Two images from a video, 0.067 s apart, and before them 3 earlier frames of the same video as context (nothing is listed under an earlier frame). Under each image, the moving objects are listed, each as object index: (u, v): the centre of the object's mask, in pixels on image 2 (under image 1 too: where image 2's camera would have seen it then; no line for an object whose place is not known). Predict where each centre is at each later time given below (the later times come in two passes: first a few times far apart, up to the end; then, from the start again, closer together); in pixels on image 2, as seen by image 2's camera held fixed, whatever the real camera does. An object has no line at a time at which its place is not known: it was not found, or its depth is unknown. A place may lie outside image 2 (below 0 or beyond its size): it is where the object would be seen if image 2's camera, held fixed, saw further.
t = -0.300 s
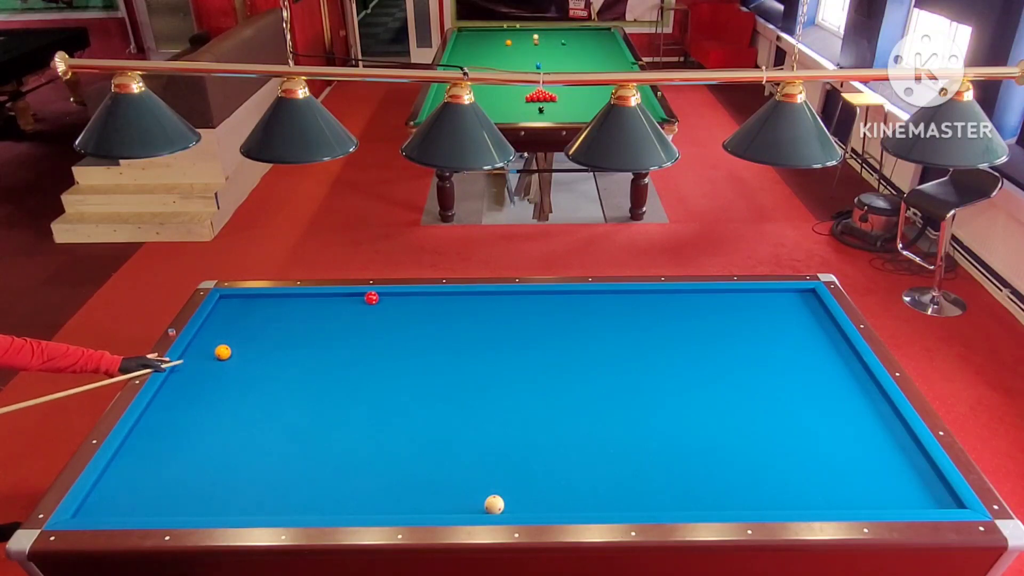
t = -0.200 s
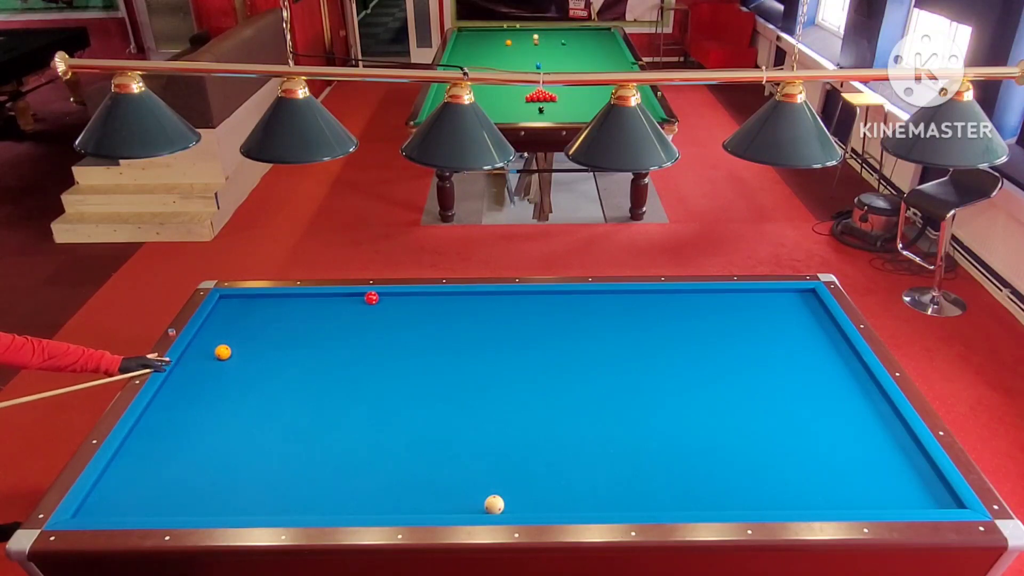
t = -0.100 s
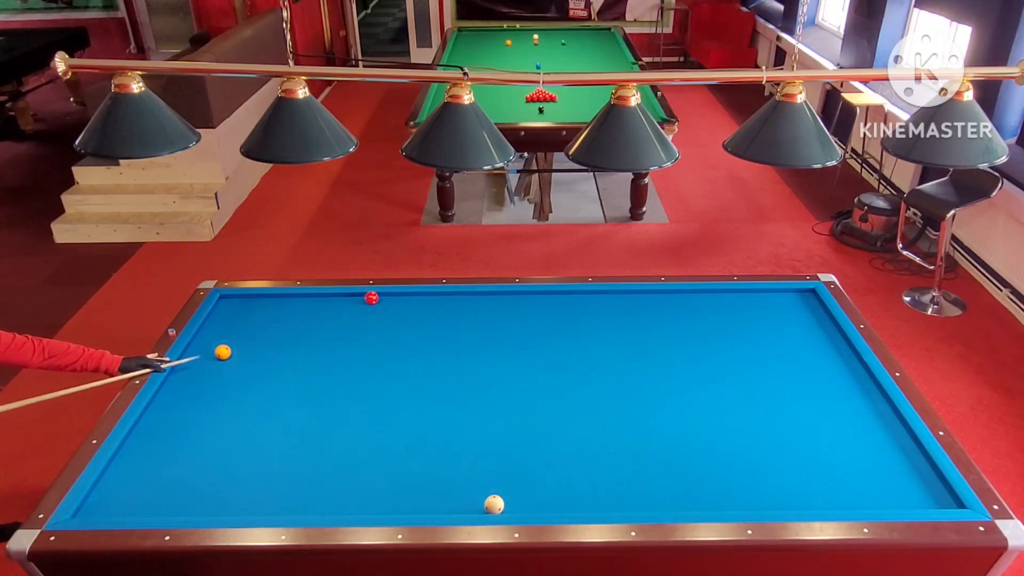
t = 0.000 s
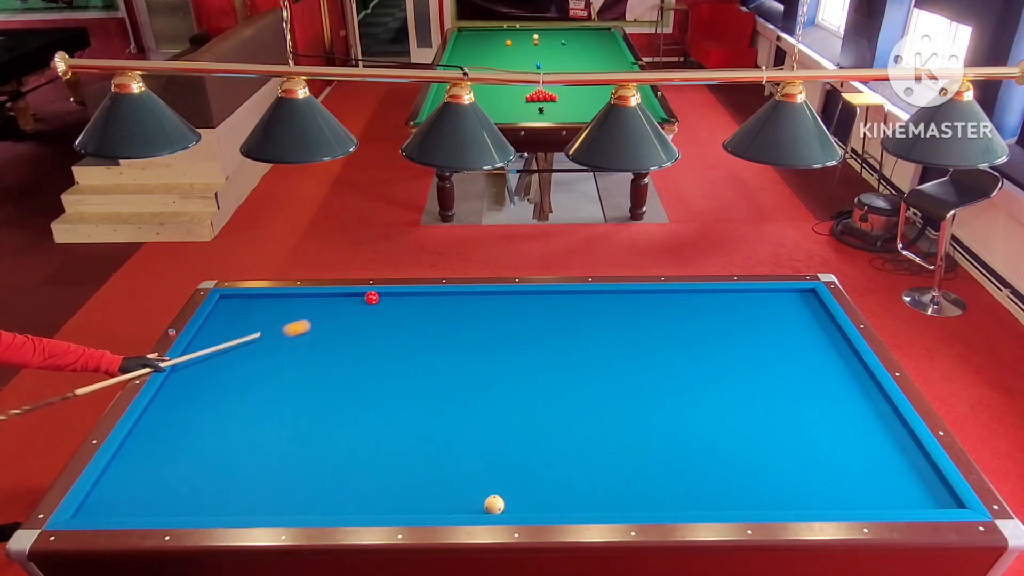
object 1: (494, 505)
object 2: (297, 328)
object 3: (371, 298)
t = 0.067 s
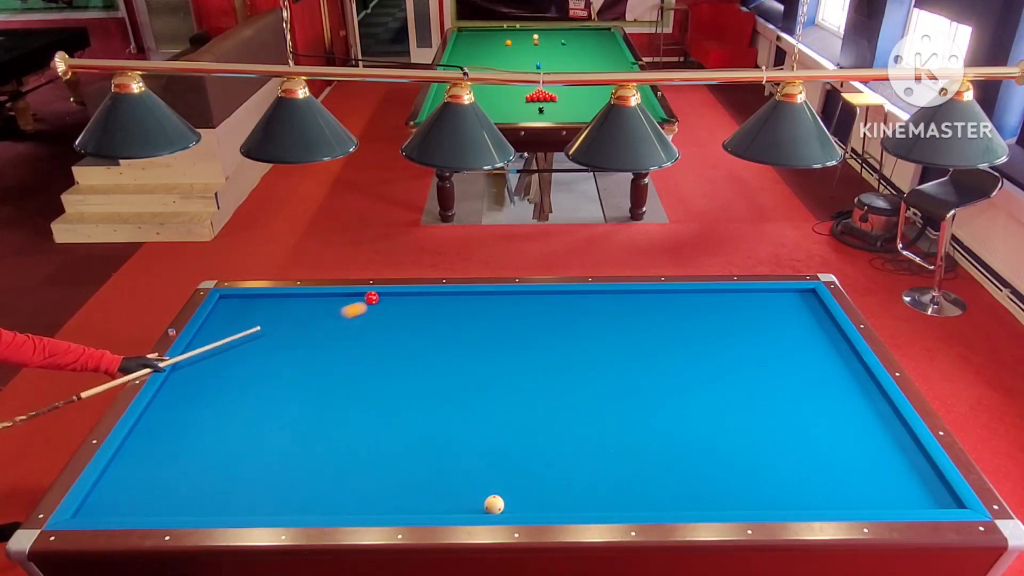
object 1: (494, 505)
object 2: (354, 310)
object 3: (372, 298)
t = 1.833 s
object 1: (494, 505)
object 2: (526, 305)
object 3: (267, 508)
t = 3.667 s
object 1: (494, 505)
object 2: (247, 369)
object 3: (305, 377)
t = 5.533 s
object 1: (494, 505)
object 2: (466, 489)
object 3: (320, 306)
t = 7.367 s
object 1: (569, 459)
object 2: (519, 504)
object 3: (306, 316)
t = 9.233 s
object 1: (608, 432)
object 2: (522, 505)
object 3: (297, 327)
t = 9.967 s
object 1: (614, 427)
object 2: (522, 505)
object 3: (297, 327)
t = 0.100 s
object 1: (494, 505)
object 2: (381, 303)
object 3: (371, 295)
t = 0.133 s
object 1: (494, 505)
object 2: (406, 300)
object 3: (370, 299)
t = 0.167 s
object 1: (494, 505)
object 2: (432, 297)
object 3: (368, 303)
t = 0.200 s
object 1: (494, 505)
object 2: (455, 295)
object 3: (366, 306)
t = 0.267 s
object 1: (494, 505)
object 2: (496, 299)
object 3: (363, 313)
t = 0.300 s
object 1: (494, 505)
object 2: (516, 301)
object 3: (361, 316)
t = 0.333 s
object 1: (494, 505)
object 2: (536, 303)
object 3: (360, 320)
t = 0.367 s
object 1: (494, 505)
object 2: (556, 305)
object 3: (358, 323)
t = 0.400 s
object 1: (494, 505)
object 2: (576, 306)
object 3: (357, 326)
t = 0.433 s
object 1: (494, 505)
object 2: (595, 307)
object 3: (355, 330)
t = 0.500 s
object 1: (494, 505)
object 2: (633, 309)
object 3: (352, 337)
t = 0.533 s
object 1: (494, 505)
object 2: (651, 310)
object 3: (350, 340)
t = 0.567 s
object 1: (494, 505)
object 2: (670, 311)
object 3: (349, 343)
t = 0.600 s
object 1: (494, 505)
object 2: (689, 312)
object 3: (347, 347)
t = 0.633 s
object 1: (494, 505)
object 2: (707, 312)
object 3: (345, 351)
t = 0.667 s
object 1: (494, 505)
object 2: (726, 313)
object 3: (343, 354)
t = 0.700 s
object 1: (494, 505)
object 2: (745, 314)
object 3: (341, 358)
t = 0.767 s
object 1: (494, 505)
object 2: (783, 316)
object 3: (338, 365)
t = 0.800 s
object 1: (494, 505)
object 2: (802, 317)
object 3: (336, 369)
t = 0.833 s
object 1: (494, 505)
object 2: (821, 318)
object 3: (334, 373)
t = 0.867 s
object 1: (494, 505)
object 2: (822, 317)
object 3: (332, 377)
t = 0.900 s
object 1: (494, 505)
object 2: (805, 315)
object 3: (330, 381)
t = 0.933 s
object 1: (494, 505)
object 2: (790, 313)
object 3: (328, 385)
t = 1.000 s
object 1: (494, 505)
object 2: (759, 310)
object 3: (324, 393)
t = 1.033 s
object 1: (494, 505)
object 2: (745, 308)
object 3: (322, 398)
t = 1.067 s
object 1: (494, 505)
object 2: (732, 307)
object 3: (320, 402)
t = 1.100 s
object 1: (494, 505)
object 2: (719, 305)
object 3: (318, 406)
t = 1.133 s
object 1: (494, 505)
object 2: (706, 304)
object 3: (316, 410)
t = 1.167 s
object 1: (494, 505)
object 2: (695, 302)
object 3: (314, 415)
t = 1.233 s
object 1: (494, 505)
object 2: (673, 299)
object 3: (310, 424)
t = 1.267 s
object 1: (494, 505)
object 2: (663, 298)
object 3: (307, 429)
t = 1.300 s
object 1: (494, 505)
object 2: (654, 297)
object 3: (305, 433)
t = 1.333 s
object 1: (494, 505)
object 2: (644, 295)
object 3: (303, 438)
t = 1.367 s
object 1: (494, 505)
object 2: (636, 294)
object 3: (301, 443)
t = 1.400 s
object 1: (494, 505)
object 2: (627, 294)
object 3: (298, 447)
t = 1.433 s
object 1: (494, 505)
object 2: (619, 295)
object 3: (296, 452)
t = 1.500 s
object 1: (494, 505)
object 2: (604, 296)
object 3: (291, 462)
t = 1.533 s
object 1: (494, 505)
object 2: (596, 297)
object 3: (288, 468)
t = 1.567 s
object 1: (494, 505)
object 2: (588, 298)
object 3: (286, 473)
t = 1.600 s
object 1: (494, 505)
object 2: (581, 299)
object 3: (283, 478)
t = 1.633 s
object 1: (494, 505)
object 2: (573, 300)
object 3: (280, 483)
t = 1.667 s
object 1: (494, 505)
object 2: (565, 301)
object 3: (278, 489)
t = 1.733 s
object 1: (494, 505)
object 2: (550, 302)
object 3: (272, 500)
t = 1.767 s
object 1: (494, 505)
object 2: (542, 303)
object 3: (269, 505)
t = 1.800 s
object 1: (494, 505)
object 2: (534, 304)
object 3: (267, 509)
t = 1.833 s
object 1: (494, 505)
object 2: (526, 305)
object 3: (267, 508)
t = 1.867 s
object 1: (494, 505)
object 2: (518, 306)
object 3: (268, 505)
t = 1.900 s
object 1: (494, 505)
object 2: (510, 307)
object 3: (270, 500)
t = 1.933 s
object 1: (494, 505)
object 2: (502, 308)
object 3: (271, 497)
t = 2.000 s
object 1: (494, 505)
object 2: (486, 310)
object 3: (272, 491)
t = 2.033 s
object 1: (494, 505)
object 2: (478, 310)
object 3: (273, 487)
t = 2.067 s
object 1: (494, 505)
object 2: (470, 311)
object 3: (274, 485)
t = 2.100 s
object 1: (494, 505)
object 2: (462, 312)
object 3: (275, 482)
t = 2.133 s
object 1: (494, 505)
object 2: (454, 313)
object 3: (276, 479)
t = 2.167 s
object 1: (494, 505)
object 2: (446, 314)
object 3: (277, 476)
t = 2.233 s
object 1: (494, 505)
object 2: (430, 316)
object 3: (278, 470)
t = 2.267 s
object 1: (494, 505)
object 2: (422, 317)
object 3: (279, 467)
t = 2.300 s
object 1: (494, 505)
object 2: (414, 318)
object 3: (280, 465)
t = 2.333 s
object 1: (494, 505)
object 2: (406, 319)
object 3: (281, 462)
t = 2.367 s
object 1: (494, 505)
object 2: (398, 320)
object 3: (282, 459)
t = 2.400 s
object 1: (494, 505)
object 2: (389, 321)
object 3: (282, 456)
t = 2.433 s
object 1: (494, 505)
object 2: (381, 321)
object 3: (283, 454)
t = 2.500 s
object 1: (494, 505)
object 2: (365, 323)
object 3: (284, 449)
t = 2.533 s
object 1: (494, 505)
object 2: (357, 324)
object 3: (285, 446)
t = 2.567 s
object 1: (494, 505)
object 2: (349, 325)
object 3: (286, 444)
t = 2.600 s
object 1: (494, 505)
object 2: (340, 326)
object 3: (287, 442)
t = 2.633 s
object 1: (494, 505)
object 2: (332, 327)
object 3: (287, 439)
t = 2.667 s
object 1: (494, 505)
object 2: (324, 328)
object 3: (288, 437)
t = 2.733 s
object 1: (494, 505)
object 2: (307, 330)
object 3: (289, 432)
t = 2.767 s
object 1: (494, 505)
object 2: (299, 331)
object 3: (290, 430)
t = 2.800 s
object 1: (494, 505)
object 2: (291, 332)
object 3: (291, 427)
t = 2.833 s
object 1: (494, 505)
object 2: (282, 333)
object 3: (291, 425)
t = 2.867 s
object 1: (494, 505)
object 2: (274, 334)
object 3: (292, 423)
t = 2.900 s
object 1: (494, 505)
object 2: (266, 335)
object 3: (293, 421)
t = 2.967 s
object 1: (494, 505)
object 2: (249, 337)
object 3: (294, 417)
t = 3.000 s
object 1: (494, 505)
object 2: (240, 337)
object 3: (294, 414)
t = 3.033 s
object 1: (494, 505)
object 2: (232, 338)
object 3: (295, 412)
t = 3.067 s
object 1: (494, 505)
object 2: (224, 339)
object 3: (296, 410)
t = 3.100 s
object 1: (494, 505)
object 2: (215, 340)
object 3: (296, 408)
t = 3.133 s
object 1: (494, 505)
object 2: (207, 342)
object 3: (297, 406)
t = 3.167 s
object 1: (494, 505)
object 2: (198, 342)
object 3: (297, 404)
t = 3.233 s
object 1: (494, 505)
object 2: (201, 346)
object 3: (298, 400)
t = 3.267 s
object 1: (494, 505)
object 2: (205, 347)
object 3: (299, 398)
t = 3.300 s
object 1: (494, 505)
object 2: (210, 349)
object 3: (299, 396)
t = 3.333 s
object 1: (494, 505)
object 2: (214, 351)
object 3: (300, 395)
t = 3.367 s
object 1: (494, 505)
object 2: (217, 353)
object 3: (300, 393)
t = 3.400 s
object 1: (494, 505)
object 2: (220, 355)
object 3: (301, 391)
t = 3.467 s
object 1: (494, 505)
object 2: (227, 358)
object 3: (302, 387)
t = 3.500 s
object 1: (494, 505)
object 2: (230, 360)
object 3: (302, 385)
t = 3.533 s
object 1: (494, 505)
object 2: (233, 362)
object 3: (303, 384)
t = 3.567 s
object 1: (494, 505)
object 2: (237, 364)
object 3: (303, 382)
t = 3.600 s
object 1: (494, 505)
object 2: (240, 366)
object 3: (304, 380)
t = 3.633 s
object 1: (494, 505)
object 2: (244, 367)
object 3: (304, 378)
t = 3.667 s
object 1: (494, 505)
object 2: (247, 369)
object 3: (305, 377)
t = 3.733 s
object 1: (494, 505)
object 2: (254, 373)
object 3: (305, 373)
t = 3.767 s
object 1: (494, 505)
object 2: (258, 375)
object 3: (306, 372)
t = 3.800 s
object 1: (494, 505)
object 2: (261, 377)
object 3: (306, 370)
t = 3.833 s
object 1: (494, 505)
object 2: (264, 379)
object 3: (307, 368)
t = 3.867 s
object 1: (494, 505)
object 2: (268, 381)
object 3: (307, 367)
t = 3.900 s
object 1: (494, 505)
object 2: (271, 383)
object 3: (308, 365)
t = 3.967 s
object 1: (494, 505)
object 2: (278, 386)
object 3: (308, 362)
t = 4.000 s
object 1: (494, 505)
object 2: (282, 388)
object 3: (309, 361)
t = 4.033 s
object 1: (494, 505)
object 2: (286, 390)
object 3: (309, 359)
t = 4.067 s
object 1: (494, 505)
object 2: (289, 393)
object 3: (309, 358)
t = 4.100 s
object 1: (494, 505)
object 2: (293, 394)
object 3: (310, 356)
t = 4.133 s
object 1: (494, 505)
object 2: (297, 396)
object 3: (310, 355)
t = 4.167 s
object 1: (494, 505)
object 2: (300, 399)
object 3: (311, 353)
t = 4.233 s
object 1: (494, 505)
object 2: (307, 402)
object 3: (311, 351)
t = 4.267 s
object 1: (494, 505)
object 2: (311, 405)
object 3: (311, 349)
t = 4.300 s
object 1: (494, 505)
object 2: (315, 407)
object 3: (312, 348)
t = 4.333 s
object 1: (494, 505)
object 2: (318, 409)
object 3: (312, 346)
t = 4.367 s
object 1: (494, 505)
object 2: (322, 411)
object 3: (312, 345)
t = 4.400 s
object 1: (494, 505)
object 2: (326, 413)
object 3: (313, 344)
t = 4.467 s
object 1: (494, 505)
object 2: (334, 417)
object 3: (313, 341)
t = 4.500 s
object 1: (494, 505)
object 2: (338, 419)
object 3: (314, 340)
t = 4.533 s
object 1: (494, 505)
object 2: (342, 421)
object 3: (314, 339)
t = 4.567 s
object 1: (494, 505)
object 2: (345, 423)
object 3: (314, 337)
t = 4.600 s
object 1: (494, 505)
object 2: (349, 426)
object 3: (314, 336)
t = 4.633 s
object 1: (494, 505)
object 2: (353, 427)
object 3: (315, 335)
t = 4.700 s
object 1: (494, 505)
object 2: (361, 432)
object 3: (315, 332)
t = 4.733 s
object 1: (494, 505)
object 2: (365, 434)
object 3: (315, 331)
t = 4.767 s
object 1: (494, 505)
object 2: (369, 436)
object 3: (316, 330)
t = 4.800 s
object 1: (494, 505)
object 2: (373, 438)
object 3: (316, 329)
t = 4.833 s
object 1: (494, 505)
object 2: (377, 441)
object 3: (316, 328)
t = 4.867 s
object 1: (494, 505)
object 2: (381, 443)
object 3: (316, 327)
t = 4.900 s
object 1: (494, 505)
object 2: (385, 445)
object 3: (317, 326)
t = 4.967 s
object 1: (494, 505)
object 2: (393, 450)
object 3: (317, 323)
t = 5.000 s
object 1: (494, 505)
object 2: (397, 452)
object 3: (317, 322)
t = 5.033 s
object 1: (494, 505)
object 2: (402, 454)
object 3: (317, 321)
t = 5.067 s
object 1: (494, 505)
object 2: (406, 456)
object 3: (318, 320)
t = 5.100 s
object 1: (494, 505)
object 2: (410, 459)
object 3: (318, 319)
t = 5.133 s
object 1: (494, 505)
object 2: (414, 461)
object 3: (318, 318)
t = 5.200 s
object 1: (494, 505)
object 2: (422, 466)
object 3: (318, 316)
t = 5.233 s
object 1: (494, 505)
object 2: (427, 468)
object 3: (319, 315)
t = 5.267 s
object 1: (494, 505)
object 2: (431, 470)
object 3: (319, 314)
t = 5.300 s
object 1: (494, 505)
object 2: (436, 473)
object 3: (319, 313)
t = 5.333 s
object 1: (494, 505)
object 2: (440, 475)
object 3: (319, 312)
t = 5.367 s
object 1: (494, 505)
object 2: (444, 477)
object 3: (319, 311)
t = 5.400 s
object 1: (494, 505)
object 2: (449, 479)
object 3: (319, 310)
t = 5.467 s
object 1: (494, 505)
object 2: (458, 484)
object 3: (320, 308)
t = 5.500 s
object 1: (494, 505)
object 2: (462, 487)
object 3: (320, 307)
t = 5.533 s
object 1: (494, 505)
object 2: (466, 489)
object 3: (320, 306)
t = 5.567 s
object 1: (494, 505)
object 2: (471, 491)
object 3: (320, 305)
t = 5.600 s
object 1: (494, 505)
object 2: (476, 494)
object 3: (320, 304)
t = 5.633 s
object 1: (495, 505)
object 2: (479, 496)
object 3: (320, 303)
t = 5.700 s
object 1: (501, 507)
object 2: (481, 496)
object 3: (321, 302)
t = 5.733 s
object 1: (503, 506)
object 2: (482, 497)
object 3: (321, 301)
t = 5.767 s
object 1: (505, 505)
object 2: (483, 497)
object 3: (321, 300)
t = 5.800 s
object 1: (507, 504)
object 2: (484, 497)
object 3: (321, 299)
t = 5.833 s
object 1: (508, 503)
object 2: (486, 497)
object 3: (321, 298)
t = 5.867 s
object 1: (510, 502)
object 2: (487, 498)
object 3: (321, 297)
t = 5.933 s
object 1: (513, 500)
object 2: (489, 498)
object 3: (320, 298)
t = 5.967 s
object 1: (515, 498)
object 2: (490, 498)
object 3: (320, 298)
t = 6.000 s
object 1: (517, 497)
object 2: (491, 499)
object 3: (320, 299)
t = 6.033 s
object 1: (518, 496)
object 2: (492, 499)
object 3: (319, 299)
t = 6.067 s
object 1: (520, 495)
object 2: (493, 499)
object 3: (319, 300)
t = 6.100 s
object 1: (521, 494)
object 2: (494, 499)
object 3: (319, 300)
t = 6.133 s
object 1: (523, 493)
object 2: (495, 499)
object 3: (318, 301)
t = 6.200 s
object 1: (526, 490)
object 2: (497, 500)
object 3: (318, 302)
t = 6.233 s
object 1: (527, 489)
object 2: (498, 500)
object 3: (317, 302)
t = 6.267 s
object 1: (529, 488)
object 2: (499, 500)
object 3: (317, 302)
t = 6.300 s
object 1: (530, 487)
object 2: (500, 500)
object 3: (316, 303)
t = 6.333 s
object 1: (532, 486)
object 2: (500, 500)
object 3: (316, 303)
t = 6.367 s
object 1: (533, 485)
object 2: (501, 500)
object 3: (315, 304)
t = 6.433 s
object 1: (536, 483)
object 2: (503, 501)
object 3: (315, 305)
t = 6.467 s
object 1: (538, 482)
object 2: (503, 501)
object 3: (314, 305)
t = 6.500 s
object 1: (539, 481)
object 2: (504, 501)
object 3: (314, 306)
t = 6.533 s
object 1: (540, 480)
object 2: (505, 502)
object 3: (314, 306)
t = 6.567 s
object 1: (542, 479)
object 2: (506, 502)
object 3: (313, 307)
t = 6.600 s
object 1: (543, 478)
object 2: (506, 502)
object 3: (313, 307)
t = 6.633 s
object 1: (544, 477)
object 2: (507, 502)
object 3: (313, 308)
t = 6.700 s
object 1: (547, 475)
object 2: (508, 502)
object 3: (312, 308)
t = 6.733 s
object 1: (548, 474)
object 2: (509, 503)
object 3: (312, 309)
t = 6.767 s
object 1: (549, 473)
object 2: (510, 503)
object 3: (311, 309)
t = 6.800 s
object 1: (550, 473)
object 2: (510, 503)
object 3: (311, 310)
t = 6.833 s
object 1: (552, 472)
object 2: (511, 503)
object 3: (311, 310)
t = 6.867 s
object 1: (553, 471)
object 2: (511, 503)
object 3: (310, 310)
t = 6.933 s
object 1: (555, 469)
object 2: (513, 503)
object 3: (310, 311)
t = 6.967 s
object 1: (556, 468)
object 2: (513, 503)
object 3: (310, 312)
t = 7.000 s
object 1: (558, 467)
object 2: (514, 503)
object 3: (309, 312)
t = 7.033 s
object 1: (559, 466)
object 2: (514, 503)
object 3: (309, 312)
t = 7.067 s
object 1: (560, 466)
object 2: (515, 504)
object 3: (309, 313)
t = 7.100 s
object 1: (561, 465)
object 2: (515, 504)
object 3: (308, 313)
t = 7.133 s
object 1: (562, 464)
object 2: (516, 504)
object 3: (308, 313)
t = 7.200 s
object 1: (564, 463)
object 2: (517, 504)
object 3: (307, 314)
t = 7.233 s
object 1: (565, 462)
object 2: (517, 504)
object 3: (307, 315)
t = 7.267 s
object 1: (566, 461)
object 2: (518, 504)
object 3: (307, 315)
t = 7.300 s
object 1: (567, 460)
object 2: (518, 504)
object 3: (307, 315)
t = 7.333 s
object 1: (568, 460)
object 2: (518, 504)
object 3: (306, 316)
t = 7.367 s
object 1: (569, 459)
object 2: (519, 504)
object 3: (306, 316)
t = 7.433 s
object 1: (571, 457)
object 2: (519, 504)
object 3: (305, 316)
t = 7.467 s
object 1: (572, 457)
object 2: (520, 504)
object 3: (305, 317)
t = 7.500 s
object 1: (573, 456)
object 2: (520, 504)
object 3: (305, 317)
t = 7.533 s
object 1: (574, 455)
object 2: (520, 504)
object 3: (305, 318)
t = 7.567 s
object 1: (575, 455)
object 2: (520, 505)
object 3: (305, 318)
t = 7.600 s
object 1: (576, 454)
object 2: (521, 505)
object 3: (304, 318)
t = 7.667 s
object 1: (578, 453)
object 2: (521, 505)
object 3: (304, 319)
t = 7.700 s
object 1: (578, 452)
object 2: (521, 505)
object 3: (304, 319)
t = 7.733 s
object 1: (579, 452)
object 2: (522, 505)
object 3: (303, 319)
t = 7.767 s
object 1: (580, 451)
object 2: (522, 505)
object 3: (303, 320)
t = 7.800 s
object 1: (581, 450)
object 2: (522, 505)
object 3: (303, 320)
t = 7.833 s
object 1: (582, 450)
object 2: (522, 505)
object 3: (303, 320)
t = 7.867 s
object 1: (583, 449)
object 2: (522, 505)
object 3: (302, 320)
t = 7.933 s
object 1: (584, 448)
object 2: (522, 505)
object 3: (302, 321)
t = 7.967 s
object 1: (585, 447)
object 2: (522, 505)
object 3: (302, 321)
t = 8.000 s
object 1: (586, 447)
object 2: (523, 505)
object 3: (301, 322)
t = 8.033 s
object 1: (587, 446)
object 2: (523, 505)
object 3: (301, 322)
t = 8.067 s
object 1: (587, 446)
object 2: (523, 505)
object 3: (301, 322)
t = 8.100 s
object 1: (588, 445)
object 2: (523, 505)
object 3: (301, 322)
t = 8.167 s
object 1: (590, 444)
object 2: (523, 505)
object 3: (300, 323)
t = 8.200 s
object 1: (590, 444)
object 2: (523, 505)
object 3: (300, 323)
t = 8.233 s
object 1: (591, 443)
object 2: (522, 505)
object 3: (300, 323)
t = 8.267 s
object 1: (592, 443)
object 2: (522, 505)
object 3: (300, 324)
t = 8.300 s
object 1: (592, 442)
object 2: (522, 505)
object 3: (300, 324)
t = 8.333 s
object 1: (593, 442)
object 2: (523, 505)
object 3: (300, 324)
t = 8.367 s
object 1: (594, 441)
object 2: (523, 505)
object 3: (299, 324)
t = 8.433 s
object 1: (595, 440)
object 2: (522, 505)
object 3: (299, 325)
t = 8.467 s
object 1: (596, 440)
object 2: (523, 505)
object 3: (299, 325)
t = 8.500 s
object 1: (596, 440)
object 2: (523, 505)
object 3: (299, 325)
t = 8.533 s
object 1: (597, 439)
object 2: (522, 505)
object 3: (299, 325)
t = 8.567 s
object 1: (598, 439)
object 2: (523, 505)
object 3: (299, 325)
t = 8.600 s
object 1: (598, 438)
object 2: (522, 505)
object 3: (298, 326)
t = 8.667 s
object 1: (600, 438)
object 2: (522, 505)
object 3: (298, 326)
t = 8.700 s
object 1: (600, 437)
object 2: (522, 505)
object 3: (298, 326)
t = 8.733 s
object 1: (601, 437)
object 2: (522, 505)
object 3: (298, 326)
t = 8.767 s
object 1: (601, 436)
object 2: (522, 505)
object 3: (298, 326)
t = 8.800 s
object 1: (602, 436)
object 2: (522, 505)
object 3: (298, 326)
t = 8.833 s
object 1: (602, 436)
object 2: (522, 505)
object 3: (298, 326)
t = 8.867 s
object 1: (603, 435)
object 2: (522, 505)
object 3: (297, 327)
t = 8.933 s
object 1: (604, 435)
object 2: (522, 505)
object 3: (297, 327)
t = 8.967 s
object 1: (604, 434)
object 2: (522, 505)
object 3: (297, 327)
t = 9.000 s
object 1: (605, 434)
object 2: (522, 505)
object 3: (297, 327)
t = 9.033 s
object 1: (605, 434)
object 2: (522, 505)
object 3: (297, 327)
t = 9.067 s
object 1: (606, 433)
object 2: (522, 505)
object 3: (297, 327)
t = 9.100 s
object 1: (606, 433)
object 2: (522, 505)
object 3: (297, 327)
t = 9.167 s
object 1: (607, 432)
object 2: (522, 505)
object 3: (297, 327)
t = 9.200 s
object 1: (607, 432)
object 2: (522, 505)
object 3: (297, 327)
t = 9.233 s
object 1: (608, 432)
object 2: (522, 505)
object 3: (297, 327)
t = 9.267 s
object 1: (608, 432)
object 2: (522, 505)
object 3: (297, 327)
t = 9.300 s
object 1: (609, 431)
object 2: (522, 505)
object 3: (297, 328)
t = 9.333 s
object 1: (609, 431)
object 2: (522, 505)
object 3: (297, 328)
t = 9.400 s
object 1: (610, 430)
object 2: (522, 505)
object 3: (297, 328)
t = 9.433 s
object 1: (610, 430)
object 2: (522, 505)
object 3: (297, 328)
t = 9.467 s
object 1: (610, 430)
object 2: (522, 505)
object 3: (297, 328)
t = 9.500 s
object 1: (611, 430)
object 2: (522, 505)
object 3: (297, 328)
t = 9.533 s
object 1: (611, 430)
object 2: (522, 505)
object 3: (297, 328)
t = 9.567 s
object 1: (611, 429)
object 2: (522, 505)
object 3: (297, 328)
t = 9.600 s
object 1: (612, 429)
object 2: (522, 505)
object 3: (297, 328)
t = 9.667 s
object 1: (612, 429)
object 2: (522, 505)
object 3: (297, 328)
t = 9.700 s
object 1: (612, 428)
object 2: (522, 505)
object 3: (297, 328)
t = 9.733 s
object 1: (613, 428)
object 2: (522, 505)
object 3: (297, 328)
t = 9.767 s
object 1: (613, 428)
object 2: (522, 505)
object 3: (297, 328)
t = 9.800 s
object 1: (613, 428)
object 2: (522, 505)
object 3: (297, 328)
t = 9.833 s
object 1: (613, 428)
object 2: (522, 505)
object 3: (297, 328)
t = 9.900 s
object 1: (614, 427)
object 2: (522, 505)
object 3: (297, 327)
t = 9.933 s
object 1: (614, 427)
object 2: (523, 505)
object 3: (297, 327)
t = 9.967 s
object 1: (614, 427)
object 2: (522, 505)
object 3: (297, 327)
